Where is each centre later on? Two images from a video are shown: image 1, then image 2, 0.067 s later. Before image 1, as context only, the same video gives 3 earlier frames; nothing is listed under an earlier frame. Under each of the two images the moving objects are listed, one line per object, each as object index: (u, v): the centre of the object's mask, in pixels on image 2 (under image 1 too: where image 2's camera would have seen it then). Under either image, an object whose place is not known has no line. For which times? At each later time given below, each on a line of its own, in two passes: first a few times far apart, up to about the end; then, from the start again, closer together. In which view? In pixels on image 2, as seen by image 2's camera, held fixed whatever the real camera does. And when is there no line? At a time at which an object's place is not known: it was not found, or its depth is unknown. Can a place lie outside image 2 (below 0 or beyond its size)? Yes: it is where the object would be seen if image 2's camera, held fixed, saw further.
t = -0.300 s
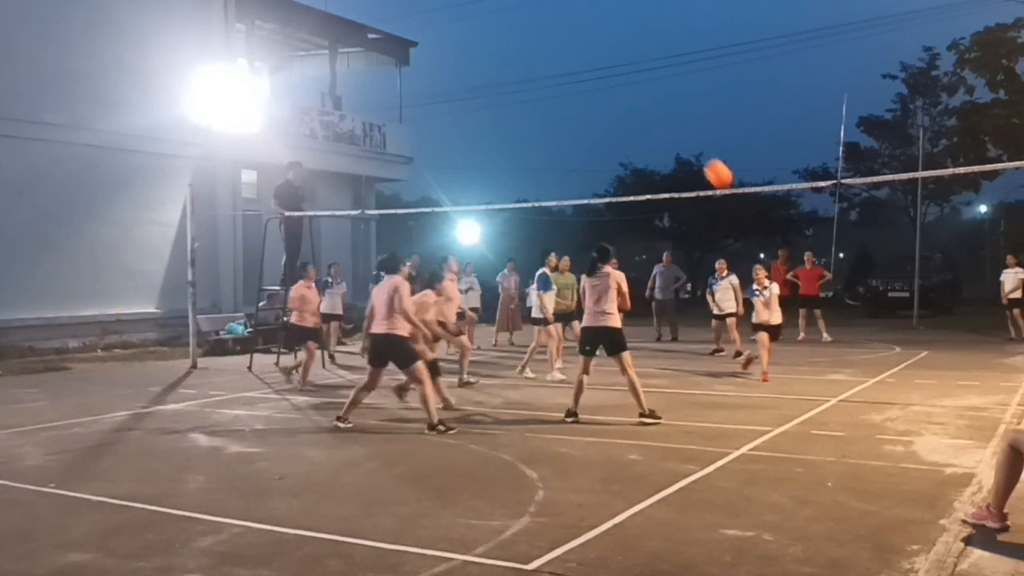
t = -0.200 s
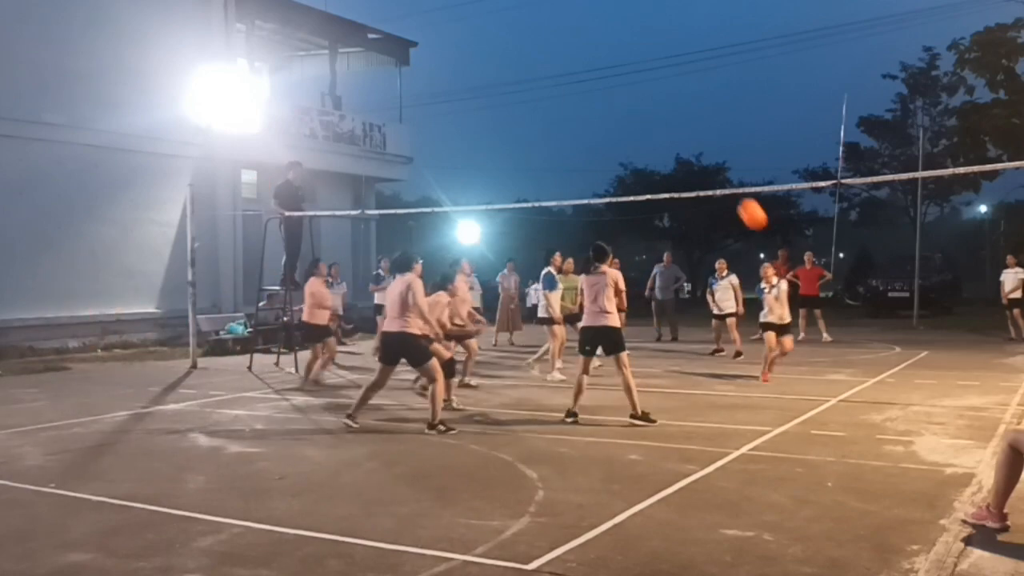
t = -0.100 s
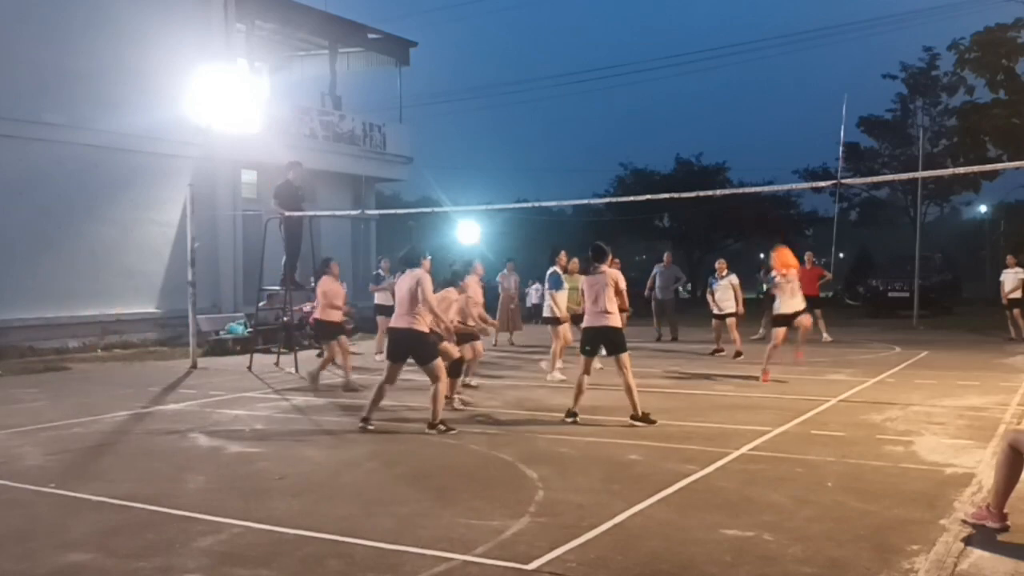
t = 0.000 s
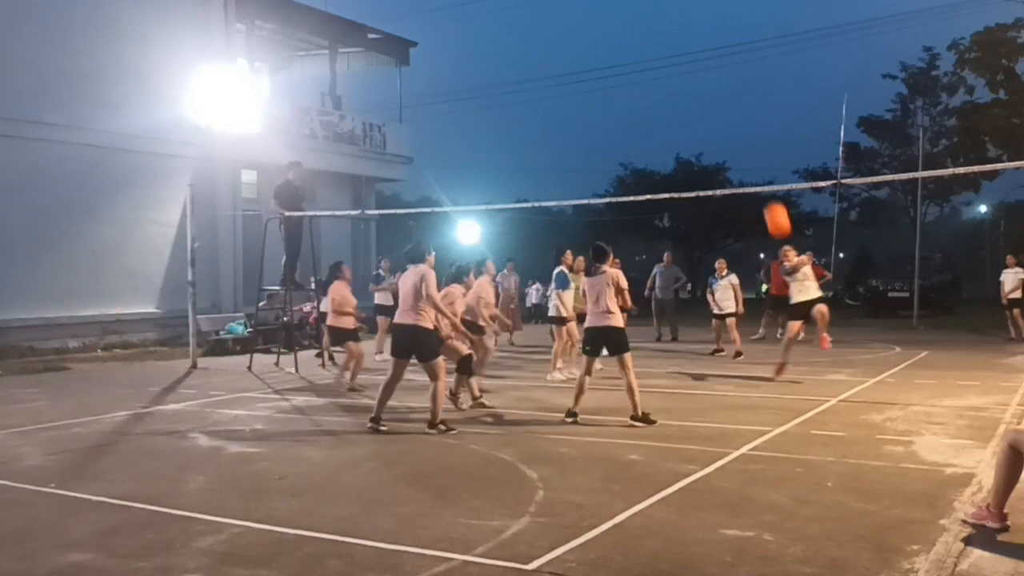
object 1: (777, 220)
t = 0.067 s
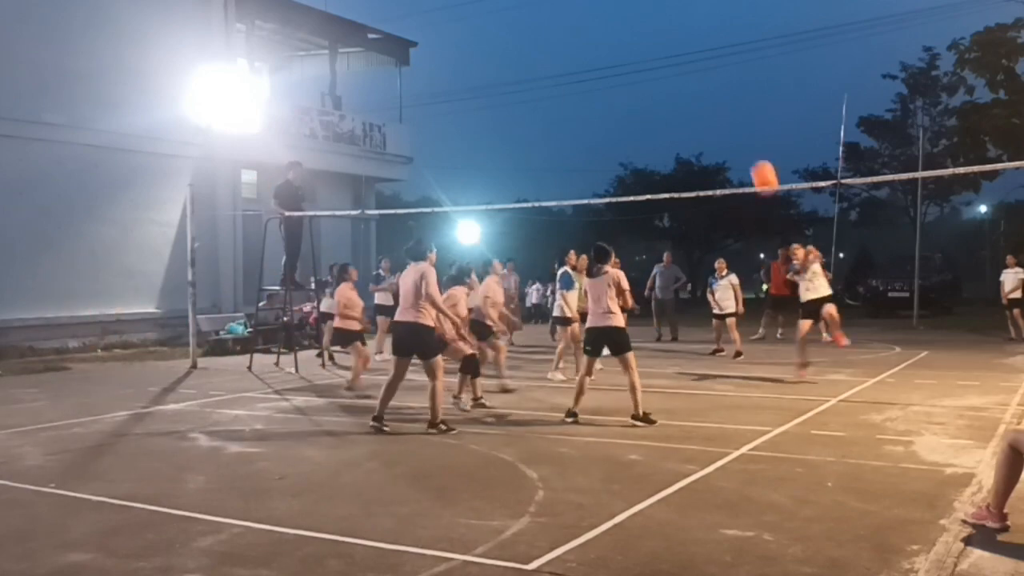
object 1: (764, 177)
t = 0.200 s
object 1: (739, 105)
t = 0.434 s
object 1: (697, 13)
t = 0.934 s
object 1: (597, 6)
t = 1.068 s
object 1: (572, 43)
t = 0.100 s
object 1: (758, 160)
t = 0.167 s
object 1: (745, 122)
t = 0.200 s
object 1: (739, 105)
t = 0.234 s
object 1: (733, 90)
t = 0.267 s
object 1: (727, 74)
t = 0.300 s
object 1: (721, 59)
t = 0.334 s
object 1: (715, 47)
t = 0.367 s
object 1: (709, 34)
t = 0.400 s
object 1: (703, 22)
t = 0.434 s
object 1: (697, 13)
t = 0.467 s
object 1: (692, 8)
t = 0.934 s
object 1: (597, 6)
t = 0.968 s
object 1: (592, 10)
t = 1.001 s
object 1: (585, 17)
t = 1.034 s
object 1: (579, 29)
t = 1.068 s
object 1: (572, 43)
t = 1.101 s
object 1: (565, 60)
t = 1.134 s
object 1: (558, 77)
